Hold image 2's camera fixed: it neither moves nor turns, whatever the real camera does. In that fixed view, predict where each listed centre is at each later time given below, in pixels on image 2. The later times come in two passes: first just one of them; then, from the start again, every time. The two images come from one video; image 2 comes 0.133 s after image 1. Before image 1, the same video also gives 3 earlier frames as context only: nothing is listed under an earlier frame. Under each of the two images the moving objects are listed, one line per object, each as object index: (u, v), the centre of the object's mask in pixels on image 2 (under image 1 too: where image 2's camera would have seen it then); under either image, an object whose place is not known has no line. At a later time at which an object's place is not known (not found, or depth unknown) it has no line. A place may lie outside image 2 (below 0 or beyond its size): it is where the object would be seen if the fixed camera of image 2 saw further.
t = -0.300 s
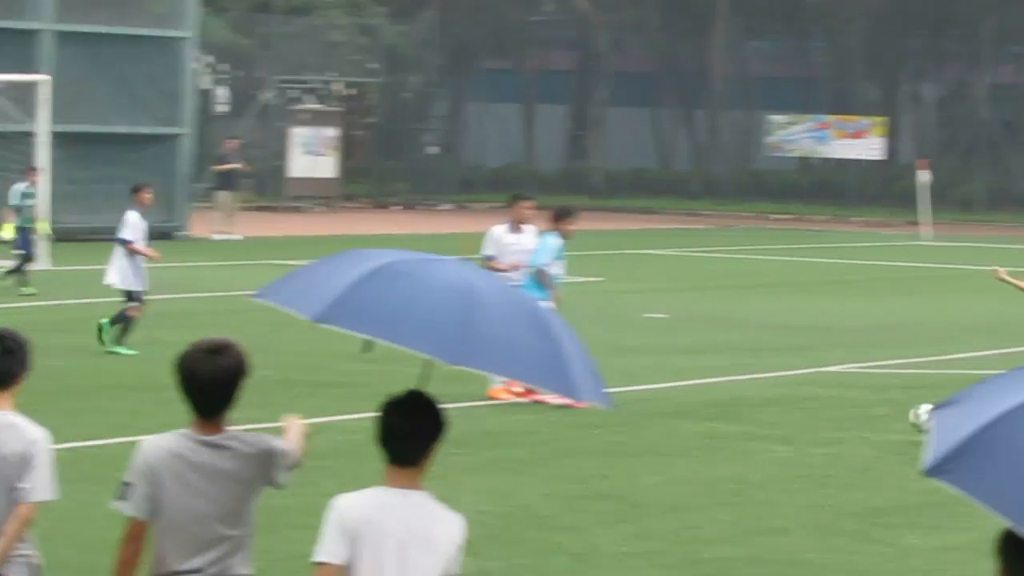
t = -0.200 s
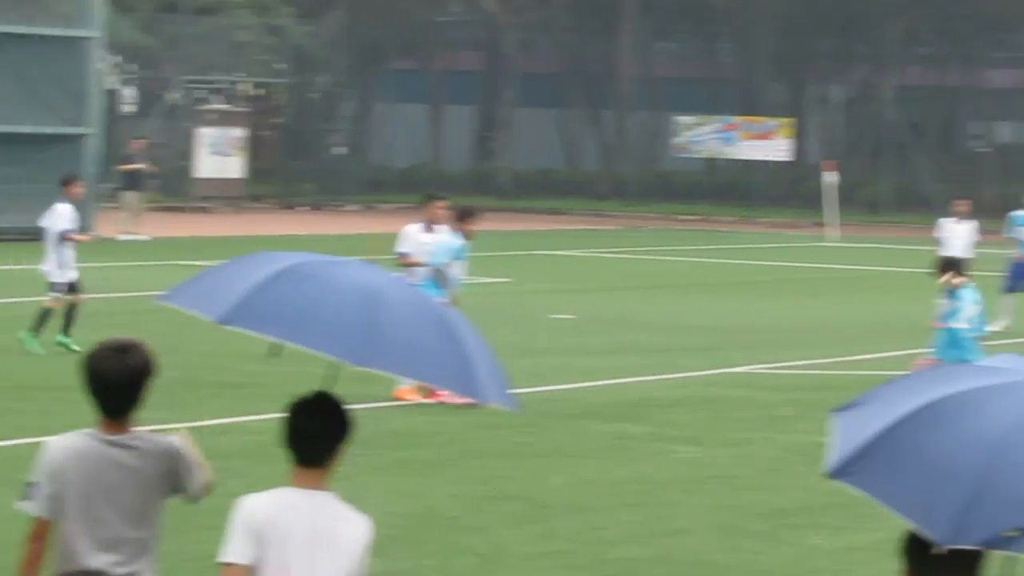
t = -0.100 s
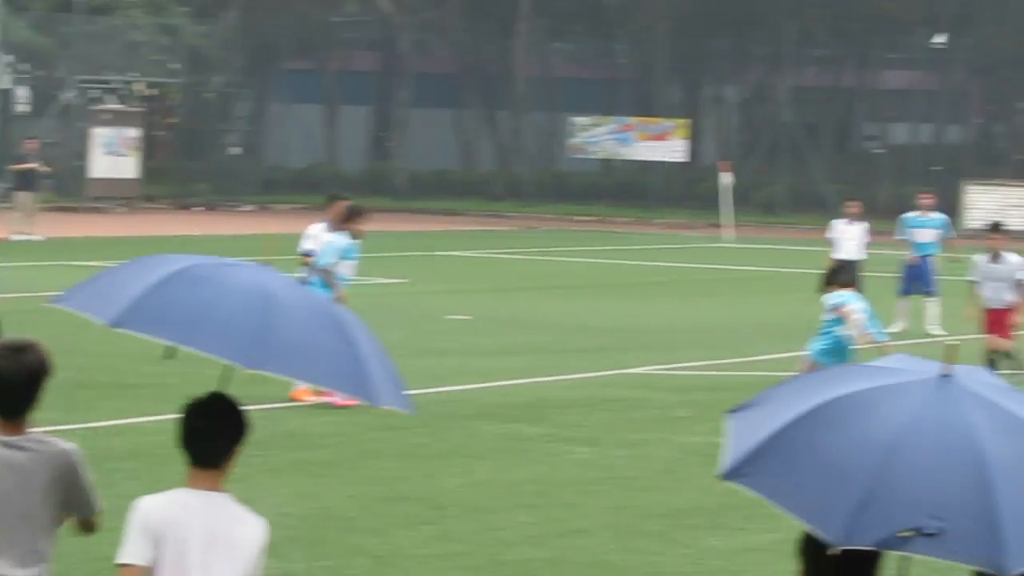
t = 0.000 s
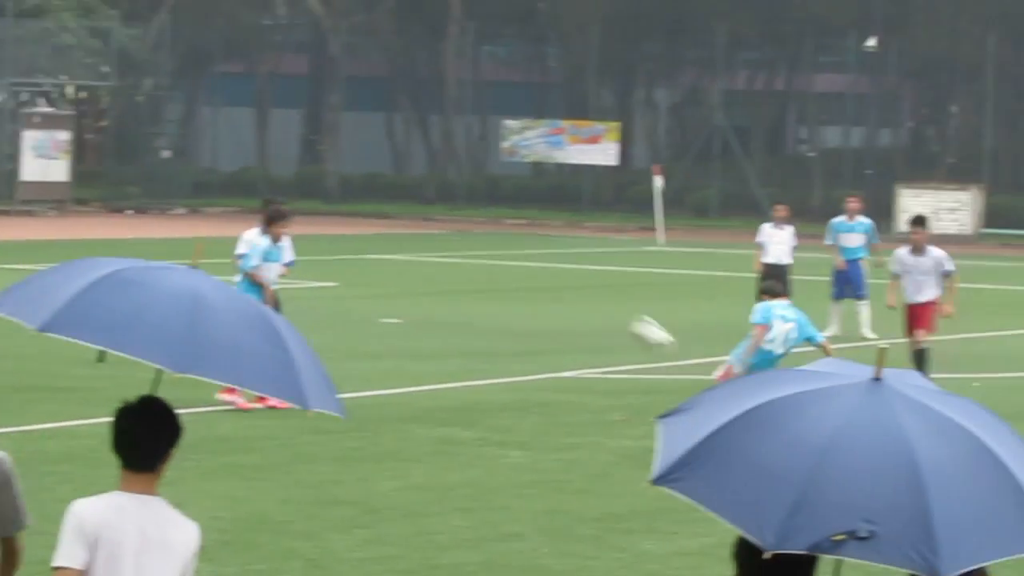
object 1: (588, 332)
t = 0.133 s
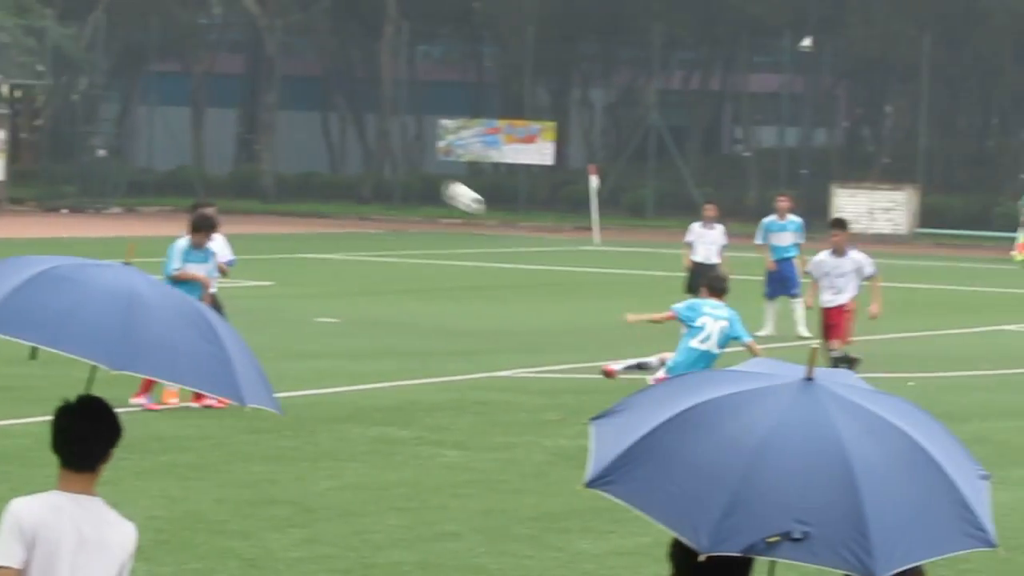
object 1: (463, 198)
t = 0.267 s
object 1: (345, 90)
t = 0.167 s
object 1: (432, 169)
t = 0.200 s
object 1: (404, 142)
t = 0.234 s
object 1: (374, 116)
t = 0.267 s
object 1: (345, 90)
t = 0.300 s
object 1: (319, 70)
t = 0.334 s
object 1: (292, 49)
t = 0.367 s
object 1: (265, 29)
